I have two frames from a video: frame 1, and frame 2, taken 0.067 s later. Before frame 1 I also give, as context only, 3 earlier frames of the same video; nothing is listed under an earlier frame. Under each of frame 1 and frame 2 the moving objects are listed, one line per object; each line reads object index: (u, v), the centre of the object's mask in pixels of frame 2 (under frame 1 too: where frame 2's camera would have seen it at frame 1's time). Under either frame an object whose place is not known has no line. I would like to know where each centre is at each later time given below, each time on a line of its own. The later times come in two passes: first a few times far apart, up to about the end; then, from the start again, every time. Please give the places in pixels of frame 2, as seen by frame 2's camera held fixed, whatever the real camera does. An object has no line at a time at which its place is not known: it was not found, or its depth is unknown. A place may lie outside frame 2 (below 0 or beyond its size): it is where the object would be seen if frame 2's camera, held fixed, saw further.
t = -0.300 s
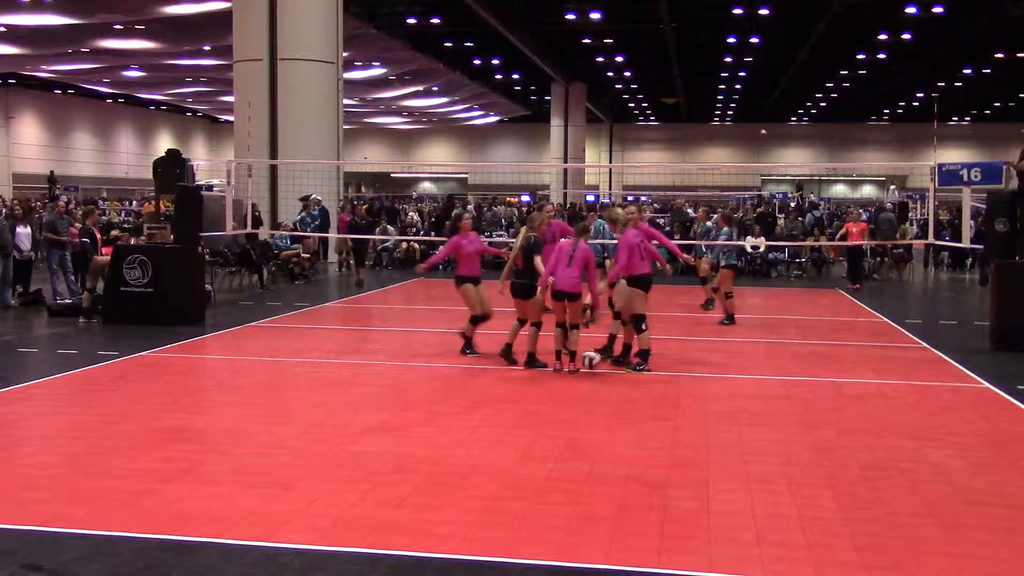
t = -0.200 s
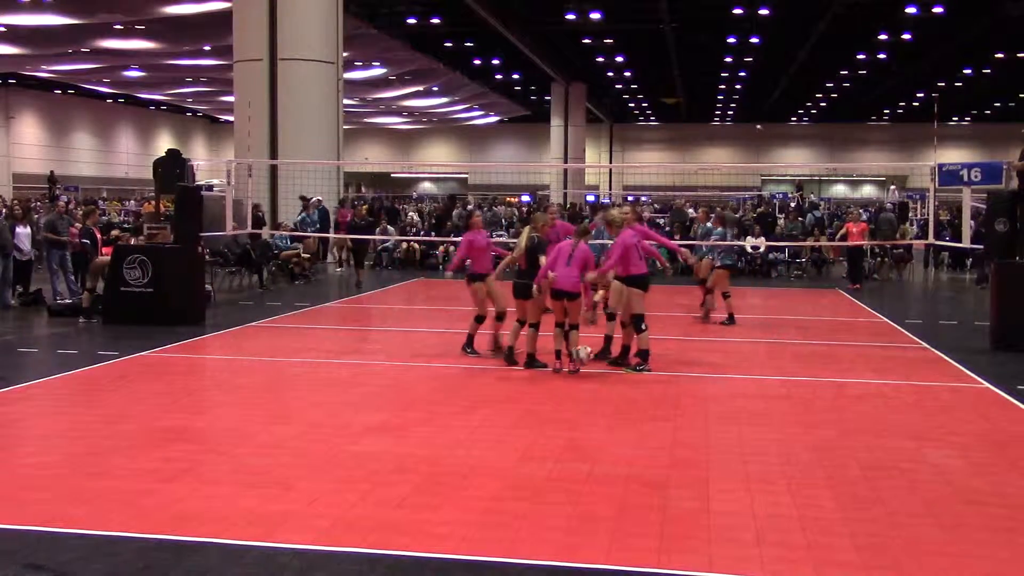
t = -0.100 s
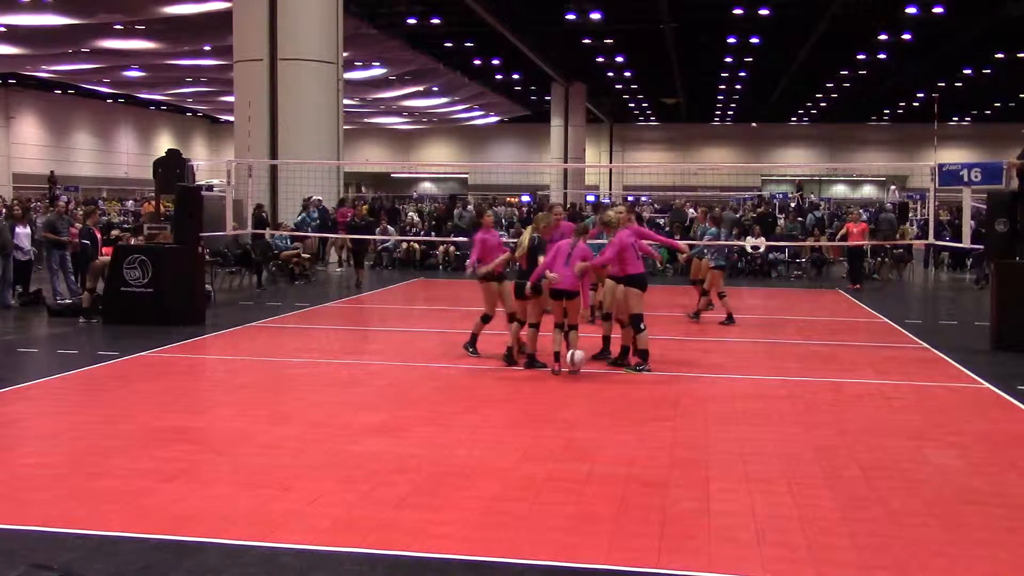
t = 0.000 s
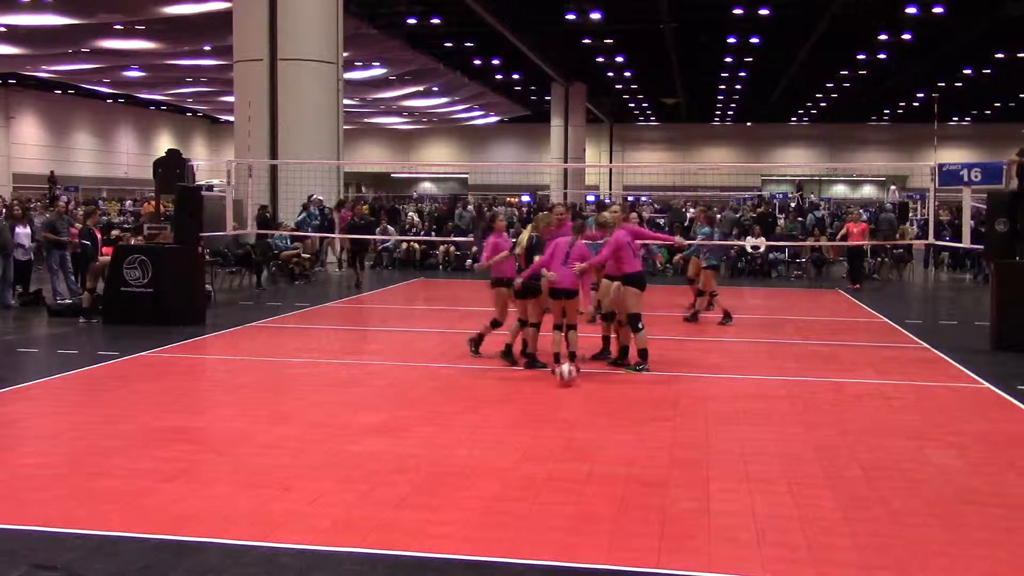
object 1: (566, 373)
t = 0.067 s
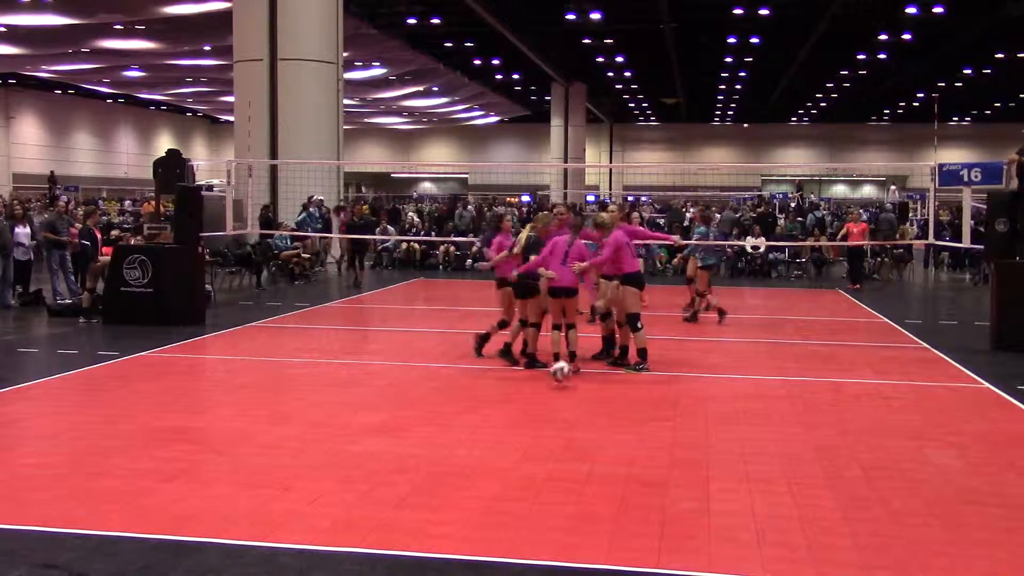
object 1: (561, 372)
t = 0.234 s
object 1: (546, 380)
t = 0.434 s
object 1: (526, 389)
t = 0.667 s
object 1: (501, 404)
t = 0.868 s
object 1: (476, 414)
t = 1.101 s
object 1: (445, 427)
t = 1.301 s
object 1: (414, 440)
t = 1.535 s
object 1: (376, 456)
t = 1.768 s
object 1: (332, 475)
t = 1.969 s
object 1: (290, 492)
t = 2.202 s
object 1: (235, 514)
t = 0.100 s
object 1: (558, 370)
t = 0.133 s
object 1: (555, 370)
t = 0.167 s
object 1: (552, 372)
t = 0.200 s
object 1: (549, 375)
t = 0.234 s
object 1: (546, 380)
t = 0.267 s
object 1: (542, 384)
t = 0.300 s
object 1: (538, 385)
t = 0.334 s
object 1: (536, 384)
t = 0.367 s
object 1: (533, 385)
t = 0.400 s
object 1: (530, 387)
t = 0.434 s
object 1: (526, 389)
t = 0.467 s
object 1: (522, 394)
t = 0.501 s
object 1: (519, 396)
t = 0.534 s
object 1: (516, 397)
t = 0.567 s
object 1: (511, 399)
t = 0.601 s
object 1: (508, 401)
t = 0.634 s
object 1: (505, 402)
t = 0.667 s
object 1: (501, 404)
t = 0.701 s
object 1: (496, 406)
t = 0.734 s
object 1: (492, 407)
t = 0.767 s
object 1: (489, 409)
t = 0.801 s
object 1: (484, 411)
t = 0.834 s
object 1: (481, 412)
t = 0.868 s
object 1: (476, 414)
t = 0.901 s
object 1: (473, 416)
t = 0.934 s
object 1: (468, 418)
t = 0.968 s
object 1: (463, 420)
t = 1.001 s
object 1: (458, 422)
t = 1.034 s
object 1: (454, 424)
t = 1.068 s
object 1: (449, 426)
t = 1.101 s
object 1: (445, 427)
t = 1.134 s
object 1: (439, 430)
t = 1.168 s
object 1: (435, 432)
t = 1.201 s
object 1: (430, 434)
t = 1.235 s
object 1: (426, 436)
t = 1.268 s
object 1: (420, 438)
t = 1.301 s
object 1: (414, 440)
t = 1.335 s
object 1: (410, 442)
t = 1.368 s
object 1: (404, 444)
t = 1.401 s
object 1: (398, 446)
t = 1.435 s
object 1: (393, 449)
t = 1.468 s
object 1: (388, 451)
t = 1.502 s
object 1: (383, 454)
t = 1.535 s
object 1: (376, 456)
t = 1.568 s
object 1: (370, 458)
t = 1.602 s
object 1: (364, 462)
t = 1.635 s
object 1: (359, 464)
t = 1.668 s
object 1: (351, 466)
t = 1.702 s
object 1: (344, 470)
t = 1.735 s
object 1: (339, 472)
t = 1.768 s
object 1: (332, 475)
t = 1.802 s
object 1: (326, 478)
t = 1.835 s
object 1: (318, 480)
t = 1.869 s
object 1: (311, 483)
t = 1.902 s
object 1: (305, 486)
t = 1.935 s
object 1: (298, 489)
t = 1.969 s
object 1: (290, 492)
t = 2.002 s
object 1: (282, 495)
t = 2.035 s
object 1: (274, 499)
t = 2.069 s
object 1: (269, 501)
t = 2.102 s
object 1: (260, 505)
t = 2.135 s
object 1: (252, 507)
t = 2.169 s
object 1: (243, 510)
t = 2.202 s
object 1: (235, 514)
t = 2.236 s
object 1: (227, 517)
